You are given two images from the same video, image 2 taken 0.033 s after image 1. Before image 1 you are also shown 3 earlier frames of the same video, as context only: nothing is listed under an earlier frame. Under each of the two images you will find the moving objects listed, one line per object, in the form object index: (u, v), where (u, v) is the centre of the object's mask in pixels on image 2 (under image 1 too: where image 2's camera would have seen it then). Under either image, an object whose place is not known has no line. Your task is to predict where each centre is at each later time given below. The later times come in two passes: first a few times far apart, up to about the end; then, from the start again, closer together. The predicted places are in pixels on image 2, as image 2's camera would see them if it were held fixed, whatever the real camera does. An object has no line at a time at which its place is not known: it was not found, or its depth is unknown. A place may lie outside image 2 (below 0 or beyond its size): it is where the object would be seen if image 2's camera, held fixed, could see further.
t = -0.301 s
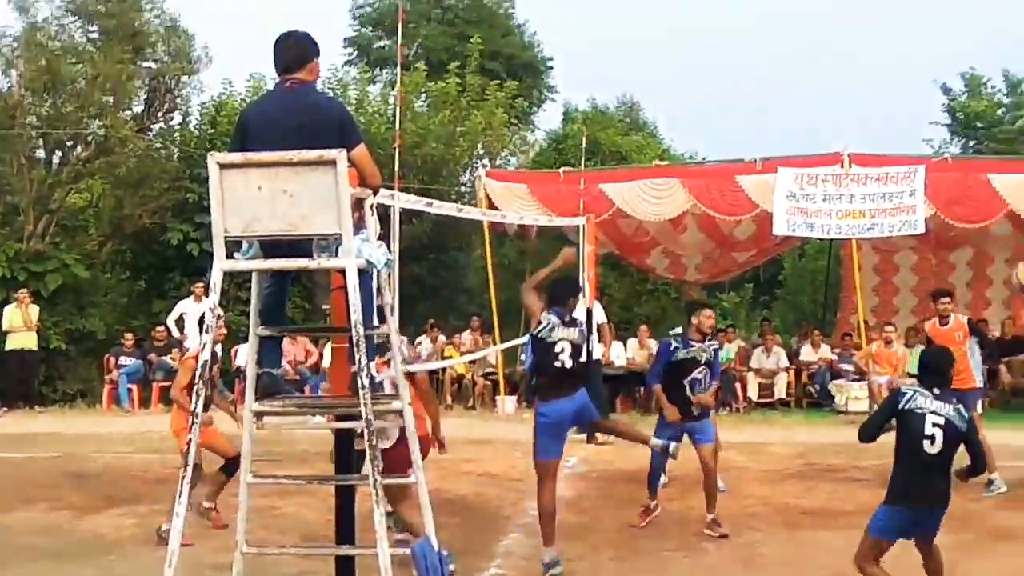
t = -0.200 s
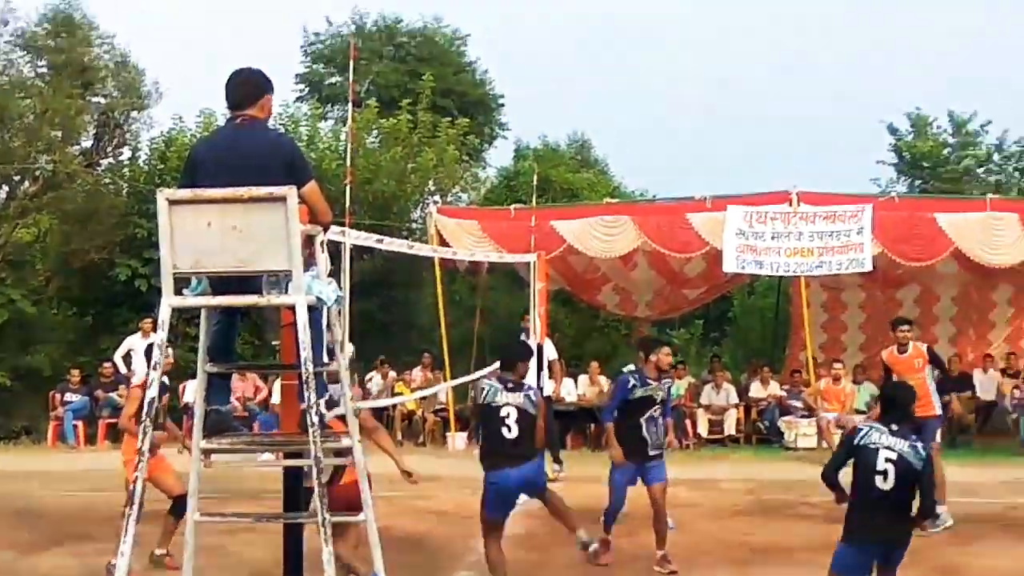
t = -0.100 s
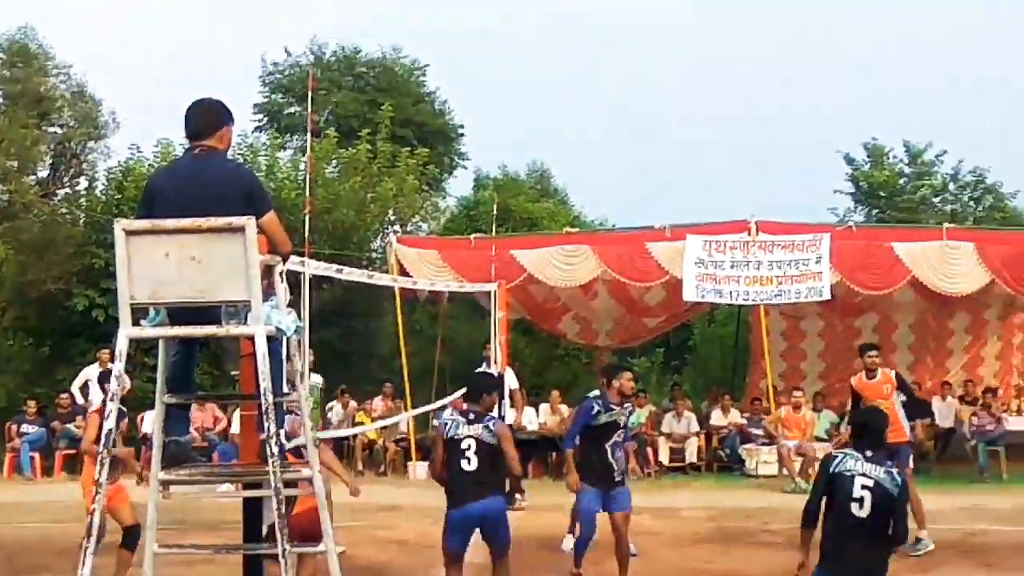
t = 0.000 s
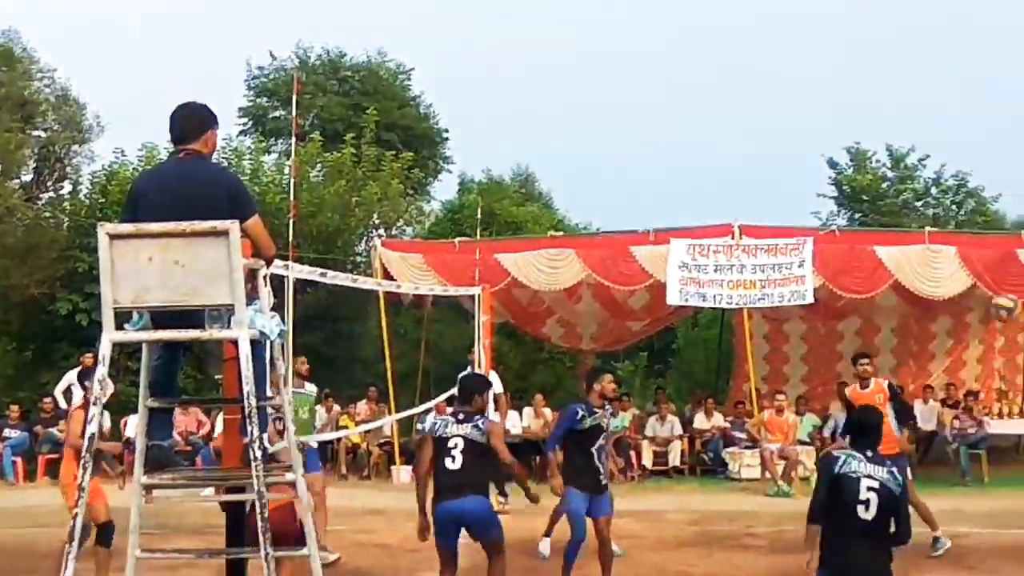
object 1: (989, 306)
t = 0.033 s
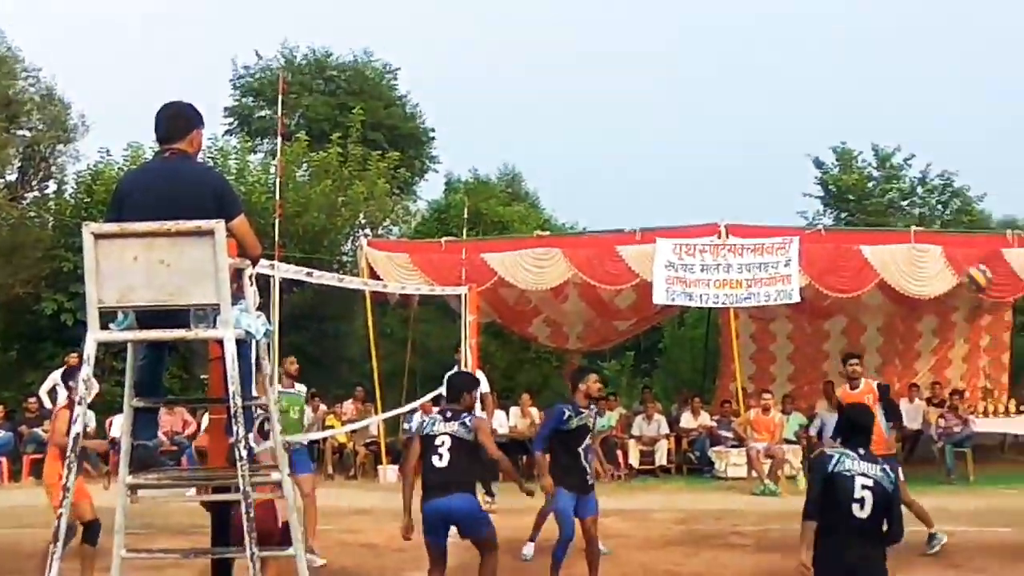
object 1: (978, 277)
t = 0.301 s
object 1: (872, 113)
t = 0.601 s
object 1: (764, 54)
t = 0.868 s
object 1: (676, 85)
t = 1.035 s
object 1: (625, 149)
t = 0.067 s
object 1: (963, 252)
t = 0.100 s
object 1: (949, 226)
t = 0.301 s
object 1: (872, 113)
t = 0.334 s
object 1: (859, 102)
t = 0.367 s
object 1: (846, 90)
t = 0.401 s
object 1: (833, 79)
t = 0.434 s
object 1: (821, 70)
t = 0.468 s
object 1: (809, 64)
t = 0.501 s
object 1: (798, 60)
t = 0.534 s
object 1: (787, 60)
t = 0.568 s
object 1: (776, 57)
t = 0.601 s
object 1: (764, 54)
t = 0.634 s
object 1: (752, 52)
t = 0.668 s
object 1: (741, 50)
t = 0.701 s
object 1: (729, 53)
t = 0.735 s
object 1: (718, 56)
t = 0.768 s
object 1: (708, 61)
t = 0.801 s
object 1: (697, 67)
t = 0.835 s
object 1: (686, 75)
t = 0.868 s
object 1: (676, 85)
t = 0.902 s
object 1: (666, 95)
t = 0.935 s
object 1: (655, 107)
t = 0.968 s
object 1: (645, 120)
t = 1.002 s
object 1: (635, 134)
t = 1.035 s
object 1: (625, 149)
